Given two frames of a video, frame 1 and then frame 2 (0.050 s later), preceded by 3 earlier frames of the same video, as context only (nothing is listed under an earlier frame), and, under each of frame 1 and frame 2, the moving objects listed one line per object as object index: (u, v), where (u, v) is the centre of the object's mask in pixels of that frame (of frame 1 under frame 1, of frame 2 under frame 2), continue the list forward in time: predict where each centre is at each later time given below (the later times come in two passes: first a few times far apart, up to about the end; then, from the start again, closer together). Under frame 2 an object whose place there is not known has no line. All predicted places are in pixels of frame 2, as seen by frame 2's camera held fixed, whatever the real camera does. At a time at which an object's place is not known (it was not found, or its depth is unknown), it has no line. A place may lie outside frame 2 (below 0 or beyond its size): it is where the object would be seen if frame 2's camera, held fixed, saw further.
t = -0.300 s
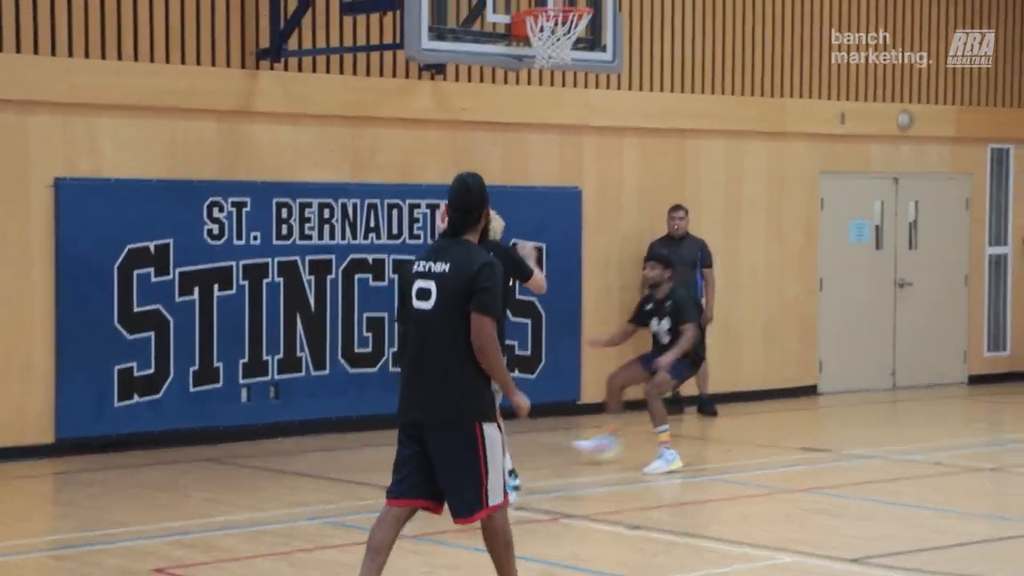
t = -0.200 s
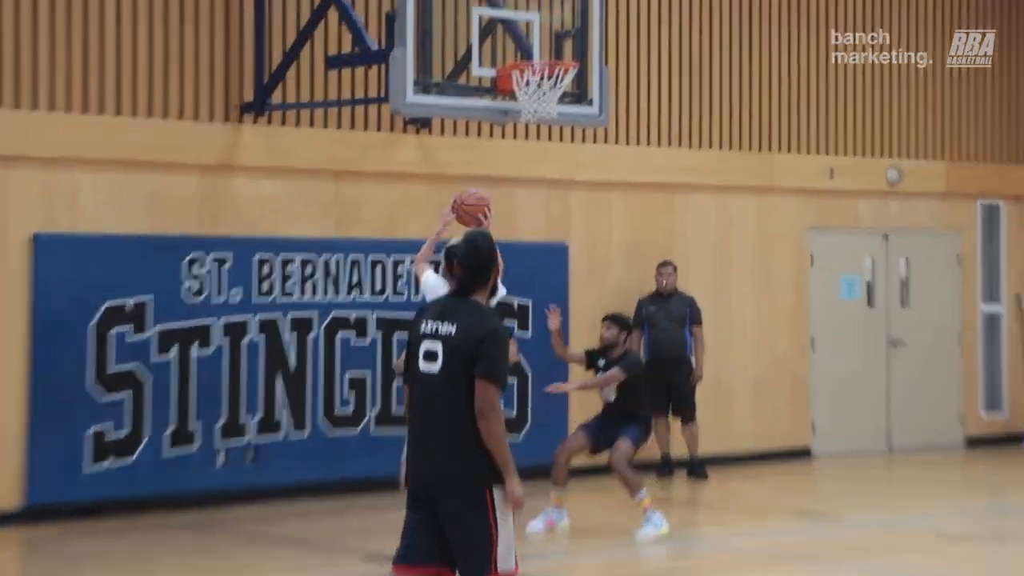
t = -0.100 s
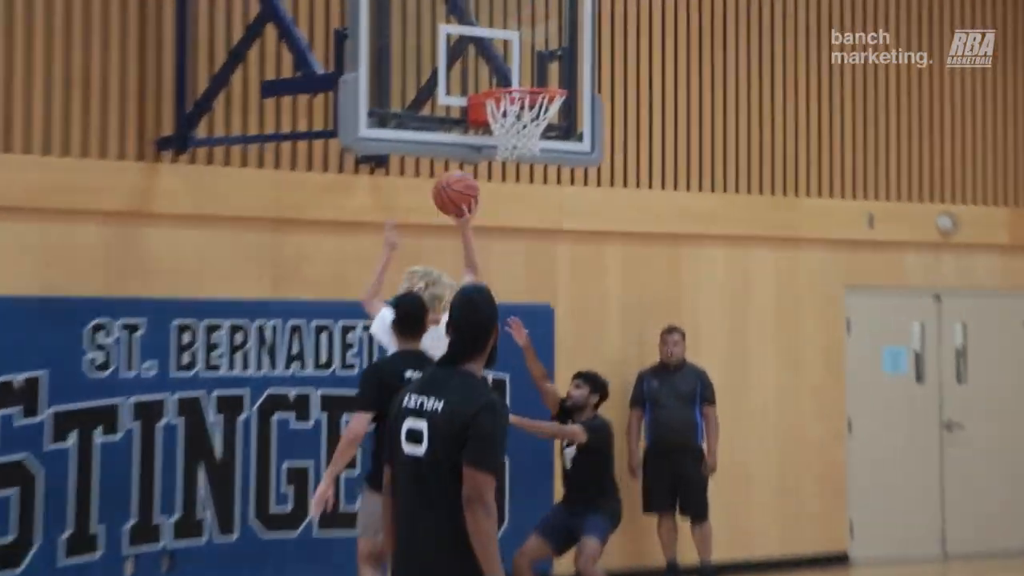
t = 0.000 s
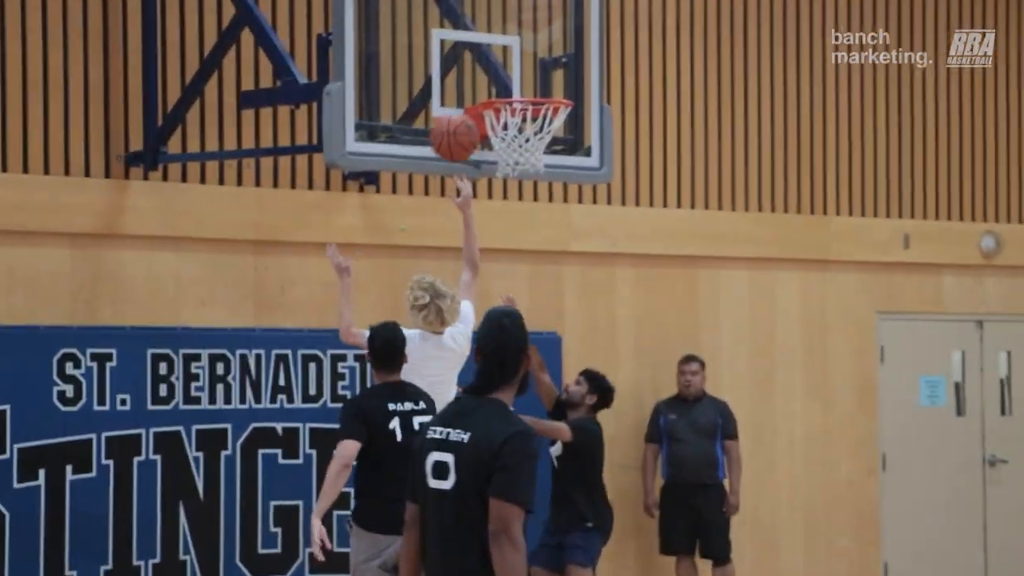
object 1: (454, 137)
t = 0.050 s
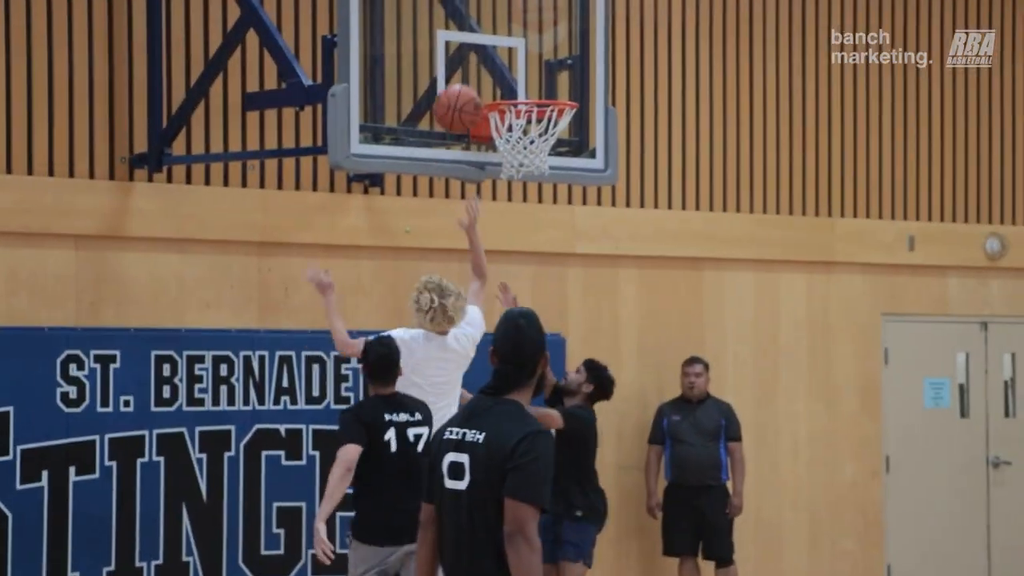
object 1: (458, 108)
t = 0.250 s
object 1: (453, 42)
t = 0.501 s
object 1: (524, 67)
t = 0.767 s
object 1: (557, 83)
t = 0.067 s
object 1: (457, 99)
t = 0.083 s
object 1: (457, 91)
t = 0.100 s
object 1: (456, 84)
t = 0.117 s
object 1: (456, 76)
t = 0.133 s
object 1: (455, 70)
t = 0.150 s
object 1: (455, 65)
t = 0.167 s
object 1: (454, 61)
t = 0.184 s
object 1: (454, 56)
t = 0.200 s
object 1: (453, 51)
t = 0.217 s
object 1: (453, 47)
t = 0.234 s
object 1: (453, 44)
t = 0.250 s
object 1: (453, 42)
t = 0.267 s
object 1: (453, 40)
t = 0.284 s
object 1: (452, 39)
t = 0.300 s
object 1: (451, 38)
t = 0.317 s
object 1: (452, 38)
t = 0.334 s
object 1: (452, 38)
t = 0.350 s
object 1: (456, 39)
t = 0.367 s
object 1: (464, 39)
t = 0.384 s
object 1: (471, 41)
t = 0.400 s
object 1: (479, 43)
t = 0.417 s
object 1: (486, 46)
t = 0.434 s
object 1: (494, 49)
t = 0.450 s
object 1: (501, 53)
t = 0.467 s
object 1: (509, 57)
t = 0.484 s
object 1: (516, 62)
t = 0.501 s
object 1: (524, 67)
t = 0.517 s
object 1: (532, 73)
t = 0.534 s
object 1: (540, 79)
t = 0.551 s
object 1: (546, 83)
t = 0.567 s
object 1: (548, 82)
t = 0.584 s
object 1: (549, 80)
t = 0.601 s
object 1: (550, 79)
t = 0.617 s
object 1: (551, 77)
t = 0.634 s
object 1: (551, 76)
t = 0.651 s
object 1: (552, 75)
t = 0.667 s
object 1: (553, 75)
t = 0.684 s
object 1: (553, 76)
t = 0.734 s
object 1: (555, 79)
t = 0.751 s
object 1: (556, 81)
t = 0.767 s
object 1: (557, 83)
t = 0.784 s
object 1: (558, 85)
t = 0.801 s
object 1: (558, 86)
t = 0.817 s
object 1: (557, 85)
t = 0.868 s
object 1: (551, 83)
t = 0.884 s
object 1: (549, 83)
